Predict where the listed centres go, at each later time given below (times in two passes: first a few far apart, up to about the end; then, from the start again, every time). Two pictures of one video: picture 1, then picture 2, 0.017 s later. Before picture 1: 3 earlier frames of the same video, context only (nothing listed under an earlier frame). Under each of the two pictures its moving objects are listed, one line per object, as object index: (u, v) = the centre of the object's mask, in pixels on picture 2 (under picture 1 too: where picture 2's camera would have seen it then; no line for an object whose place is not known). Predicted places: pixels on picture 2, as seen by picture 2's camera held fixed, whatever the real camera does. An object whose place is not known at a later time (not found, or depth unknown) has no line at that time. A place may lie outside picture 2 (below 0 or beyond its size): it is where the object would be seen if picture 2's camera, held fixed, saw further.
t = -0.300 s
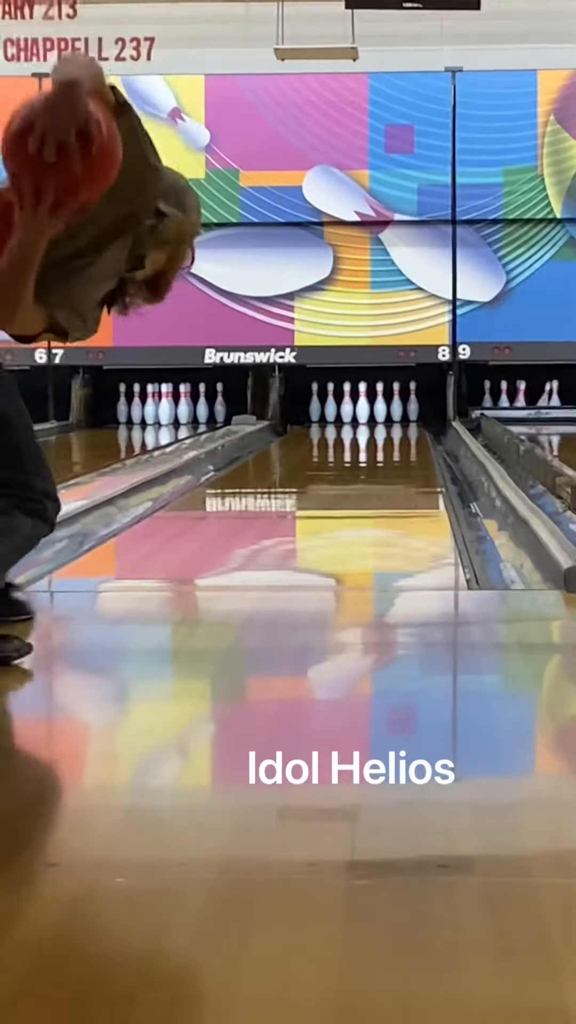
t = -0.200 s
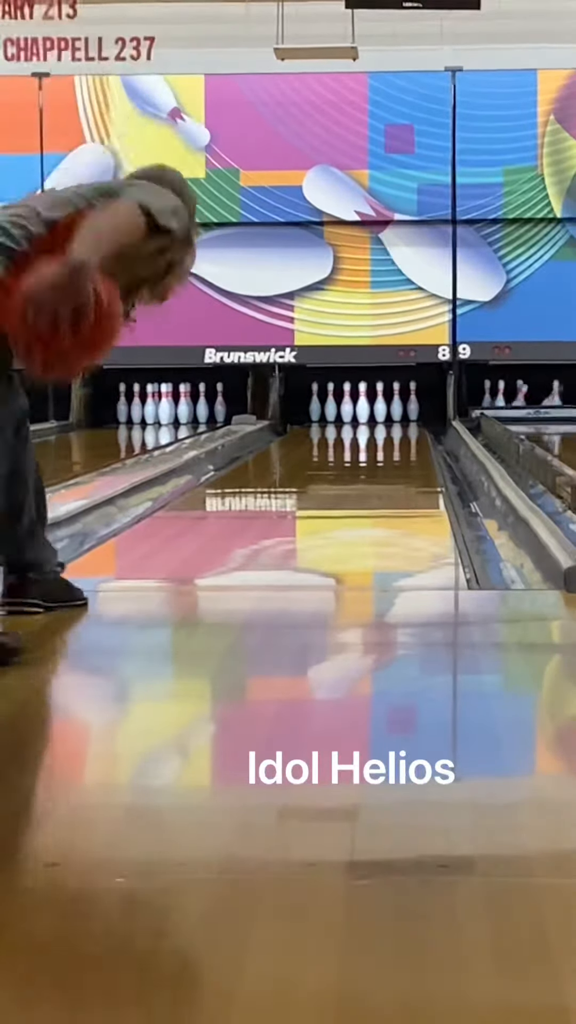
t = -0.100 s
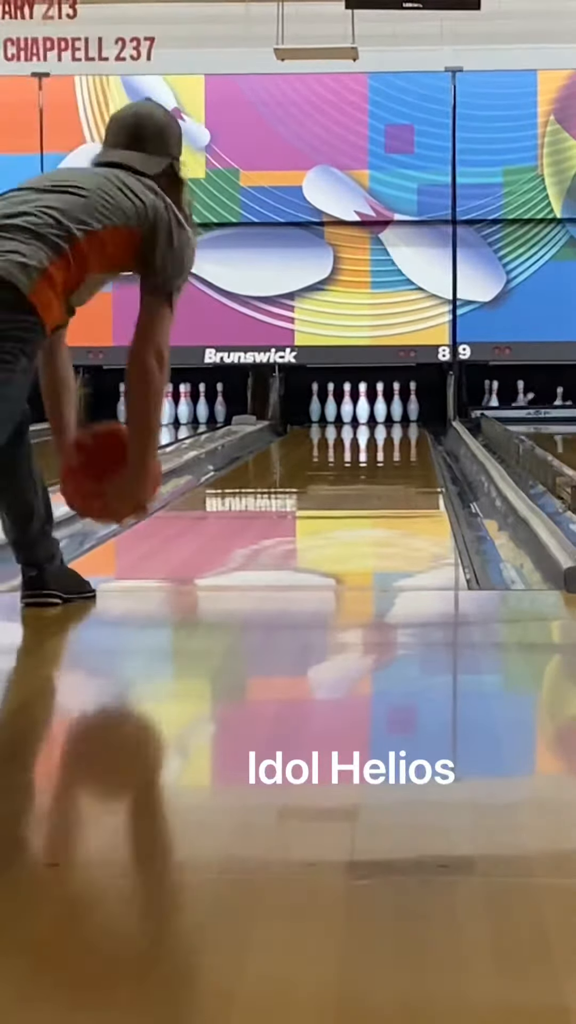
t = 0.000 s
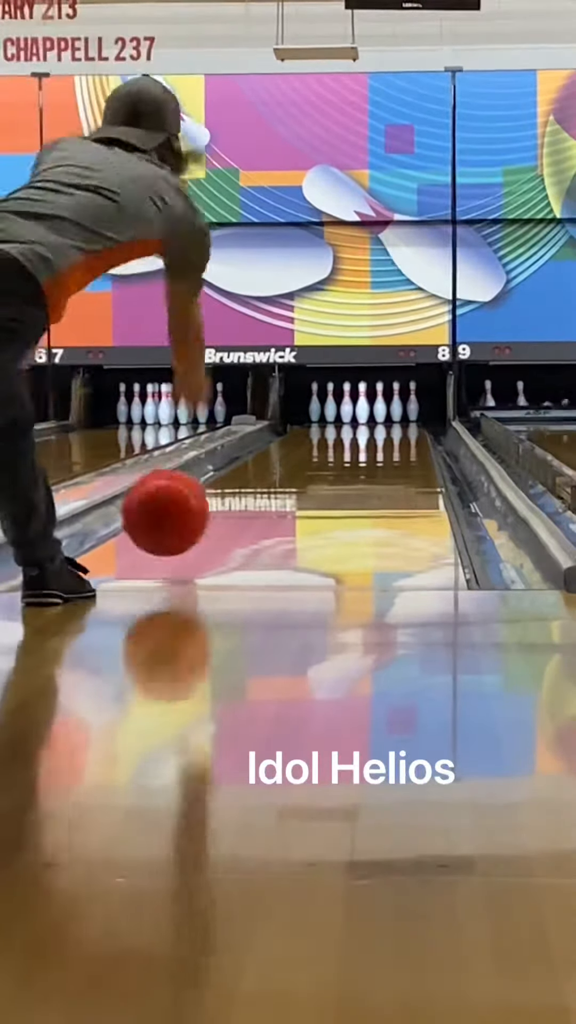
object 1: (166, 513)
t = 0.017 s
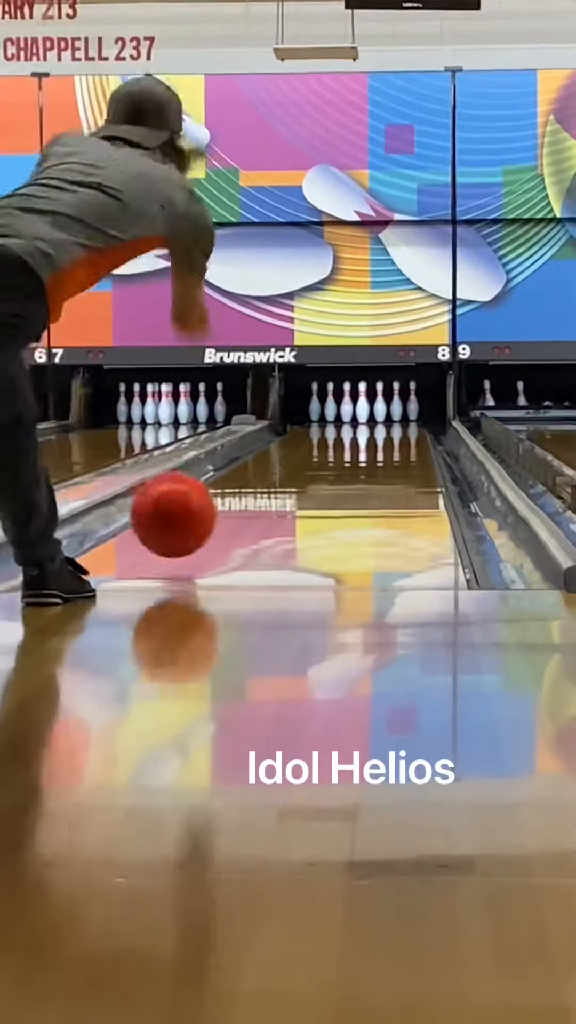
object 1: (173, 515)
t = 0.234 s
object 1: (251, 501)
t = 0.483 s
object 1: (308, 476)
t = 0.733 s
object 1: (345, 459)
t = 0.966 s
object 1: (370, 447)
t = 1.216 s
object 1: (389, 436)
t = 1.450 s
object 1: (399, 428)
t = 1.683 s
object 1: (403, 422)
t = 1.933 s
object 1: (399, 419)
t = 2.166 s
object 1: (384, 414)
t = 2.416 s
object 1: (369, 412)
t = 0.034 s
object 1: (181, 518)
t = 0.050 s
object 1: (188, 523)
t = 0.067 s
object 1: (195, 526)
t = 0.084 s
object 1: (202, 522)
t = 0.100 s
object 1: (208, 518)
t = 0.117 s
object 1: (214, 516)
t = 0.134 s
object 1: (220, 515)
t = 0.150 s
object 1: (225, 512)
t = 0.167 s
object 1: (231, 509)
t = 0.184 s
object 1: (237, 507)
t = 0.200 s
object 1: (242, 505)
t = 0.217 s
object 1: (246, 503)
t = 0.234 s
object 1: (251, 501)
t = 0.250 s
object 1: (256, 499)
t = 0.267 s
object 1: (261, 497)
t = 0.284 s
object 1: (265, 495)
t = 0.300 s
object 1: (269, 493)
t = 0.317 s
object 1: (273, 491)
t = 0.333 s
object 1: (277, 490)
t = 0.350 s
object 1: (281, 488)
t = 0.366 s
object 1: (285, 486)
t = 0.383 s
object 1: (288, 485)
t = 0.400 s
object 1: (292, 483)
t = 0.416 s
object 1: (295, 481)
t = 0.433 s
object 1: (298, 480)
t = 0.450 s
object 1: (302, 478)
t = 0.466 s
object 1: (305, 477)
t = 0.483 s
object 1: (308, 476)
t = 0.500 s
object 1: (311, 474)
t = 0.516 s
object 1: (314, 473)
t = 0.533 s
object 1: (316, 471)
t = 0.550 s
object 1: (319, 470)
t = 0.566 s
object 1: (322, 469)
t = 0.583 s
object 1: (324, 468)
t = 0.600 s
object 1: (326, 467)
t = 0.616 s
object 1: (329, 466)
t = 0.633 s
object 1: (332, 465)
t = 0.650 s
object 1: (334, 463)
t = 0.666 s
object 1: (336, 462)
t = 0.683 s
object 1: (338, 462)
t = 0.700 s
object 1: (341, 461)
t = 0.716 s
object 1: (342, 460)
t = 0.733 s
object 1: (345, 459)
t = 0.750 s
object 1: (347, 458)
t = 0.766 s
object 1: (349, 457)
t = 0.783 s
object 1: (351, 457)
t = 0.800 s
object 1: (353, 455)
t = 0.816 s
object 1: (354, 454)
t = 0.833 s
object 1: (356, 453)
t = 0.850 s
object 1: (357, 452)
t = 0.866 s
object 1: (359, 451)
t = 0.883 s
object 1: (361, 451)
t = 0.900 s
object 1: (363, 449)
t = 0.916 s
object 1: (364, 449)
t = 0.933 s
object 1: (366, 448)
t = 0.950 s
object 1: (367, 448)
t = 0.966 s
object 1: (370, 447)
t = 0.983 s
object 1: (372, 446)
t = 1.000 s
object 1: (372, 445)
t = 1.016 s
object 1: (375, 444)
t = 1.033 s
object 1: (376, 443)
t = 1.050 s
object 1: (376, 443)
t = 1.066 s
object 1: (377, 442)
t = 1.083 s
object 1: (378, 442)
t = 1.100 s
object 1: (379, 440)
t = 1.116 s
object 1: (380, 440)
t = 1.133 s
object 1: (382, 440)
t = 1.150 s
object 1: (383, 438)
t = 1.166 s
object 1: (384, 438)
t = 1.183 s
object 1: (386, 437)
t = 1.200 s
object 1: (387, 437)
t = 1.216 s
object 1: (389, 436)
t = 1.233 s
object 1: (389, 436)
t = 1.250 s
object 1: (389, 436)
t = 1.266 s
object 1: (391, 435)
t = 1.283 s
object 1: (392, 434)
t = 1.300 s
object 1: (392, 433)
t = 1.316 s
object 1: (393, 432)
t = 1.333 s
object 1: (394, 432)
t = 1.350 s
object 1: (395, 432)
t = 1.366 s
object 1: (396, 431)
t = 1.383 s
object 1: (397, 430)
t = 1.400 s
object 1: (397, 430)
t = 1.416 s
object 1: (397, 430)
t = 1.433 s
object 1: (398, 429)
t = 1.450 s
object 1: (399, 428)
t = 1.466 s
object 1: (400, 427)
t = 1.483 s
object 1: (400, 427)
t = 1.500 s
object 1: (401, 427)
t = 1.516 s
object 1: (401, 426)
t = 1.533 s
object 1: (402, 426)
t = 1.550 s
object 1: (402, 426)
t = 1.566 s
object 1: (402, 426)
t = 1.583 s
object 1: (402, 425)
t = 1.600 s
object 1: (402, 425)
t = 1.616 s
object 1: (403, 425)
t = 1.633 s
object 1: (403, 424)
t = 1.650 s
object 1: (403, 423)
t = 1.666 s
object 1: (403, 423)
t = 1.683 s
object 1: (403, 422)
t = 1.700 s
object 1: (403, 422)
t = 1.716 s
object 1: (403, 422)
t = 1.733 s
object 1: (403, 421)
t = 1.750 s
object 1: (403, 421)
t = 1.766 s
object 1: (403, 421)
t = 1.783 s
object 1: (403, 421)
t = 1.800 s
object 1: (403, 421)
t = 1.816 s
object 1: (402, 420)
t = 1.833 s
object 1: (402, 420)
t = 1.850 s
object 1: (401, 419)
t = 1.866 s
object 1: (402, 419)
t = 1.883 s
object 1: (400, 419)
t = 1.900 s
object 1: (399, 419)
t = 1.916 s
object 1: (400, 419)
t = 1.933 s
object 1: (399, 419)
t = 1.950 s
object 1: (398, 418)
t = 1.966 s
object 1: (397, 418)
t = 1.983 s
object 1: (396, 417)
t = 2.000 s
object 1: (396, 416)
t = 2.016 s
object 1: (396, 416)
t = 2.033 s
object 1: (395, 416)
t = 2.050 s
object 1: (393, 415)
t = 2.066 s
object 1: (392, 415)
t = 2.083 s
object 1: (391, 415)
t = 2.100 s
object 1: (390, 415)
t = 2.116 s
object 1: (388, 415)
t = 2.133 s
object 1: (387, 414)
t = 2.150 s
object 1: (386, 414)
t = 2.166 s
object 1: (384, 414)
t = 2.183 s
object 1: (383, 414)
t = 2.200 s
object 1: (382, 414)
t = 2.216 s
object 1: (381, 414)
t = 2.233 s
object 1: (380, 415)
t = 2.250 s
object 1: (379, 414)
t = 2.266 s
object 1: (378, 414)
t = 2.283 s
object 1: (376, 413)
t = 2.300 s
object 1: (374, 413)
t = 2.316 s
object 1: (372, 412)
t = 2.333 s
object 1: (370, 412)
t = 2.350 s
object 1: (370, 412)
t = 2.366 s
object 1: (370, 412)
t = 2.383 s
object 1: (370, 412)
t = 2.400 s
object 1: (369, 412)
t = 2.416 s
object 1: (369, 412)
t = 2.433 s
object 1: (368, 412)
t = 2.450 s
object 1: (369, 411)
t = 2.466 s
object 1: (367, 412)
